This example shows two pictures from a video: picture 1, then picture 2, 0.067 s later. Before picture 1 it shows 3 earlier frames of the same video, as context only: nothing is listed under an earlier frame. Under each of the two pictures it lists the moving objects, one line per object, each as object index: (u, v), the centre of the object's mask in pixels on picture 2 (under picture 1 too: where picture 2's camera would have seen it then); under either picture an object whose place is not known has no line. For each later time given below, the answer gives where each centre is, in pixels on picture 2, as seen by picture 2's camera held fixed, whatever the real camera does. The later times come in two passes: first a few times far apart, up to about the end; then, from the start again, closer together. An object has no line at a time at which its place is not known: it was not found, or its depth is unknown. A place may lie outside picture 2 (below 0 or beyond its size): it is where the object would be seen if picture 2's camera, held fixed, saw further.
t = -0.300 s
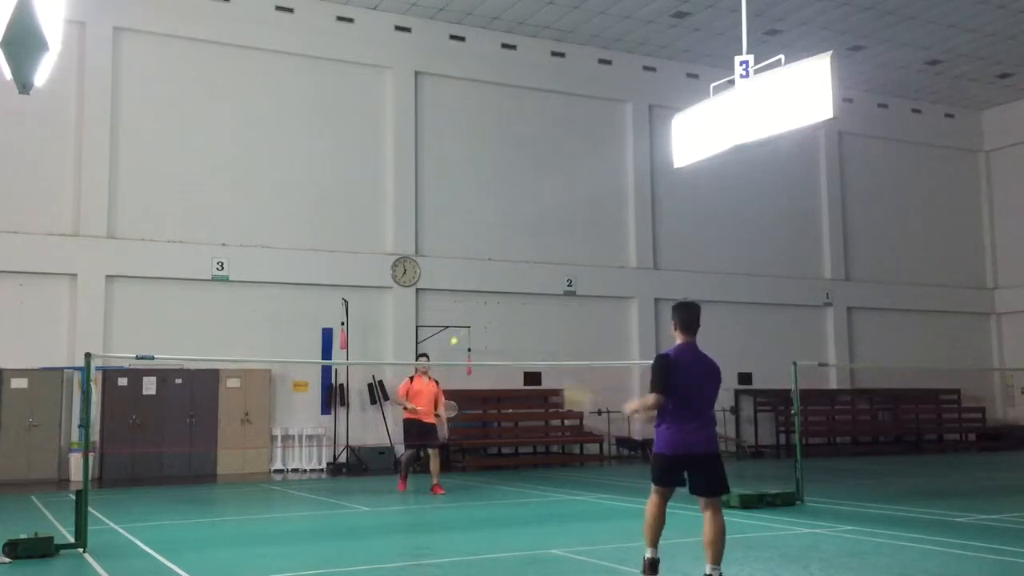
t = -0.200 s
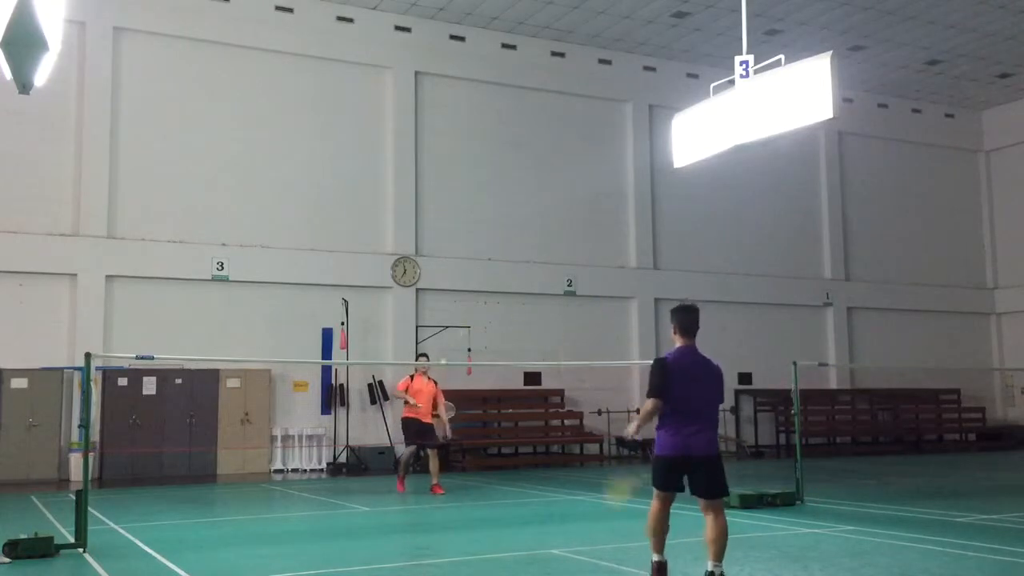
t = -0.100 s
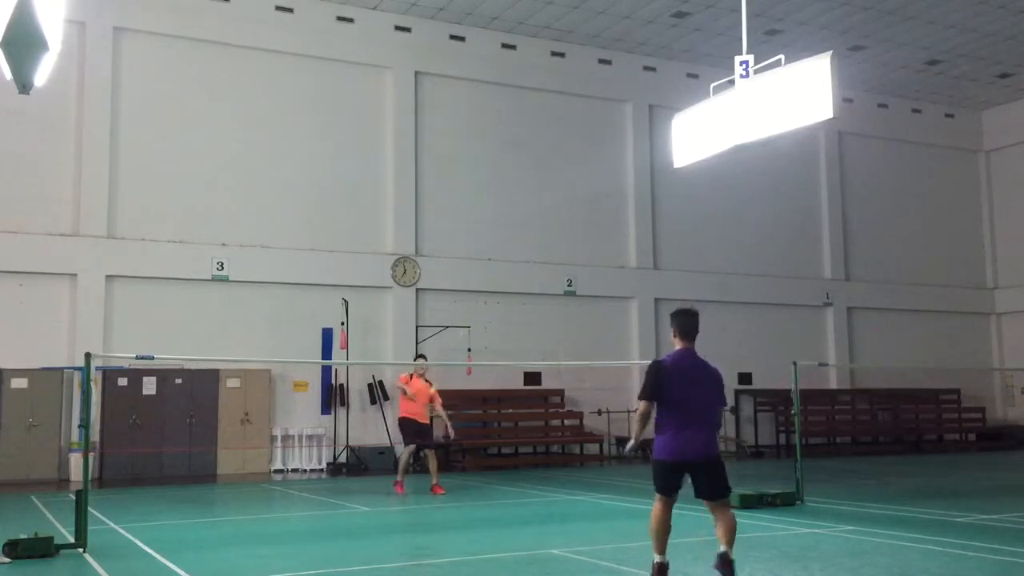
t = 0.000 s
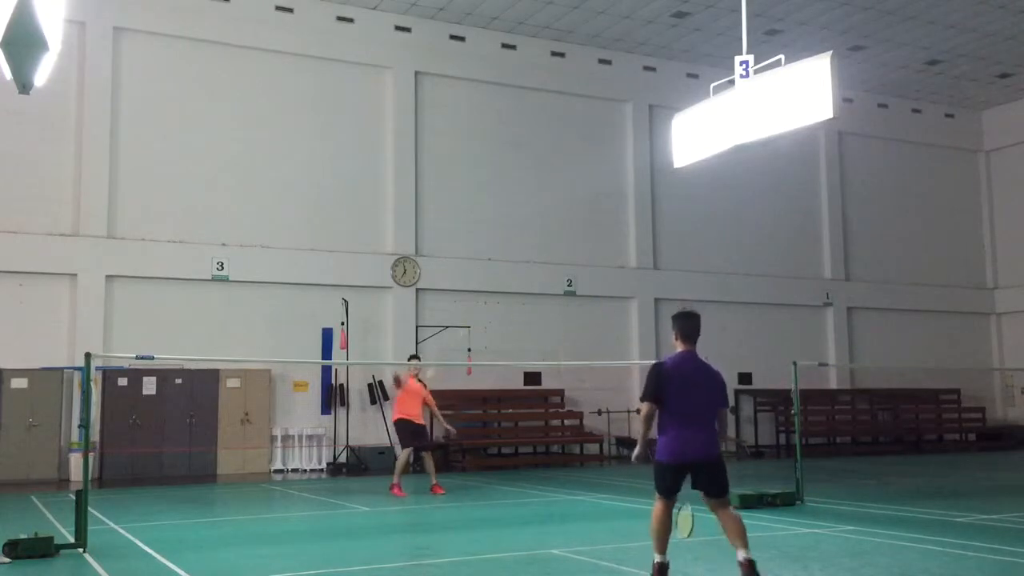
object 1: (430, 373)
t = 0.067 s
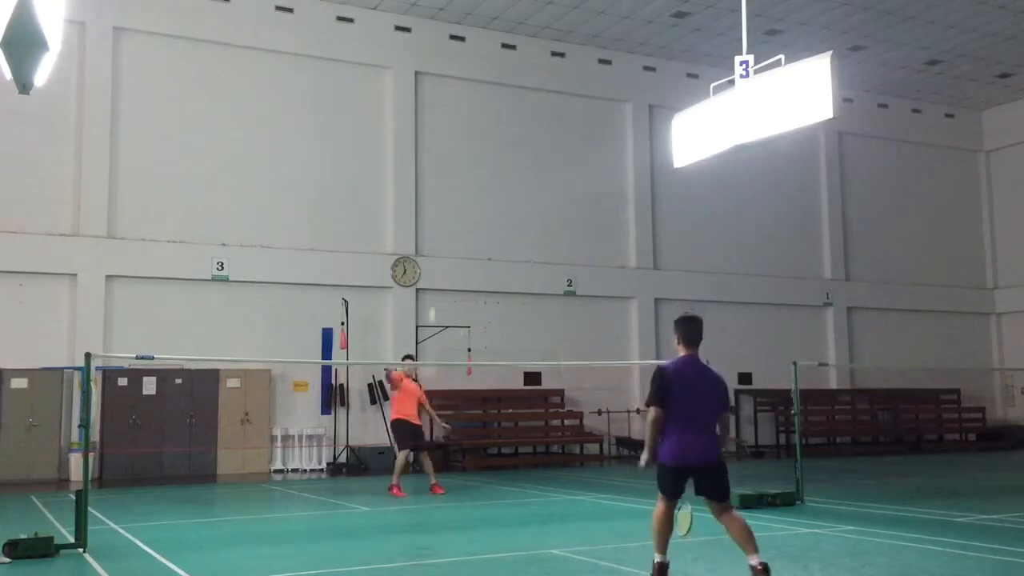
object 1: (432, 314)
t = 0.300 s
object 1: (439, 181)
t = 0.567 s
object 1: (442, 109)
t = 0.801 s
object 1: (442, 129)
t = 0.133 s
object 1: (435, 269)
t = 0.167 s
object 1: (436, 248)
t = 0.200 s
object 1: (437, 229)
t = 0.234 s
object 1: (437, 212)
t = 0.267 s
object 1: (438, 196)
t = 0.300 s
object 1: (439, 181)
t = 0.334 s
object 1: (439, 167)
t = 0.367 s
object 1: (440, 154)
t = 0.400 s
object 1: (440, 144)
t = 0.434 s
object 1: (441, 134)
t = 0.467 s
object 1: (441, 126)
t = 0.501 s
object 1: (441, 119)
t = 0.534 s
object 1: (441, 113)
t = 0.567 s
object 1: (442, 109)
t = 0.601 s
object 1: (442, 107)
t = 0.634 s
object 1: (442, 106)
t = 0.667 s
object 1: (442, 107)
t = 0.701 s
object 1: (442, 110)
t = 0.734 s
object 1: (442, 114)
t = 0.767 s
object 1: (442, 121)
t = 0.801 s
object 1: (442, 129)
